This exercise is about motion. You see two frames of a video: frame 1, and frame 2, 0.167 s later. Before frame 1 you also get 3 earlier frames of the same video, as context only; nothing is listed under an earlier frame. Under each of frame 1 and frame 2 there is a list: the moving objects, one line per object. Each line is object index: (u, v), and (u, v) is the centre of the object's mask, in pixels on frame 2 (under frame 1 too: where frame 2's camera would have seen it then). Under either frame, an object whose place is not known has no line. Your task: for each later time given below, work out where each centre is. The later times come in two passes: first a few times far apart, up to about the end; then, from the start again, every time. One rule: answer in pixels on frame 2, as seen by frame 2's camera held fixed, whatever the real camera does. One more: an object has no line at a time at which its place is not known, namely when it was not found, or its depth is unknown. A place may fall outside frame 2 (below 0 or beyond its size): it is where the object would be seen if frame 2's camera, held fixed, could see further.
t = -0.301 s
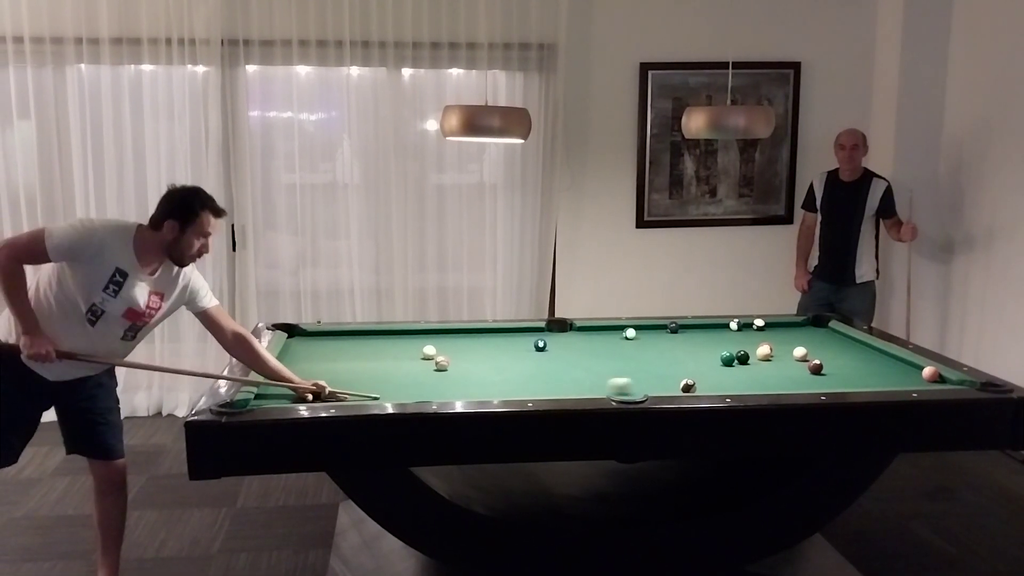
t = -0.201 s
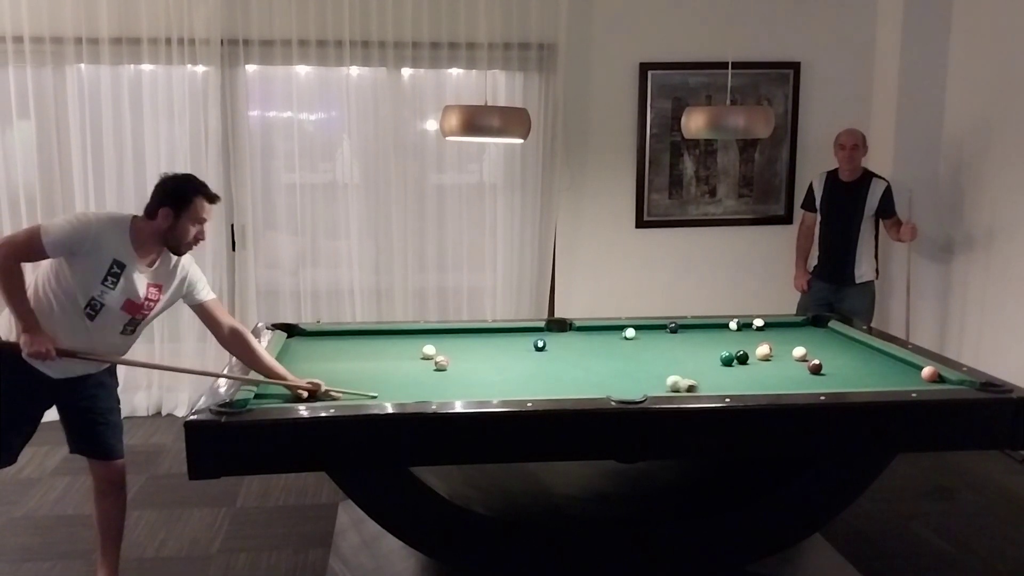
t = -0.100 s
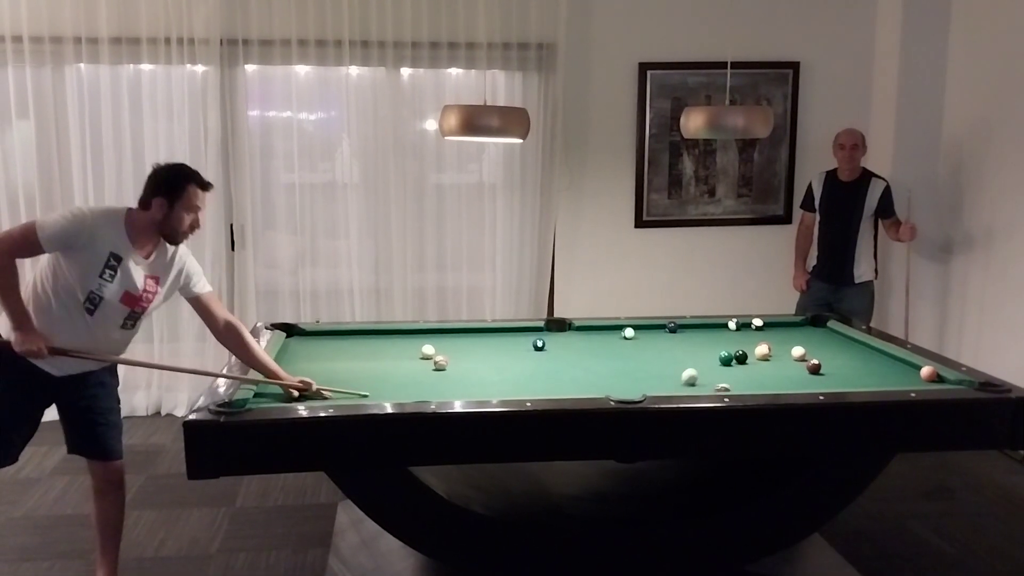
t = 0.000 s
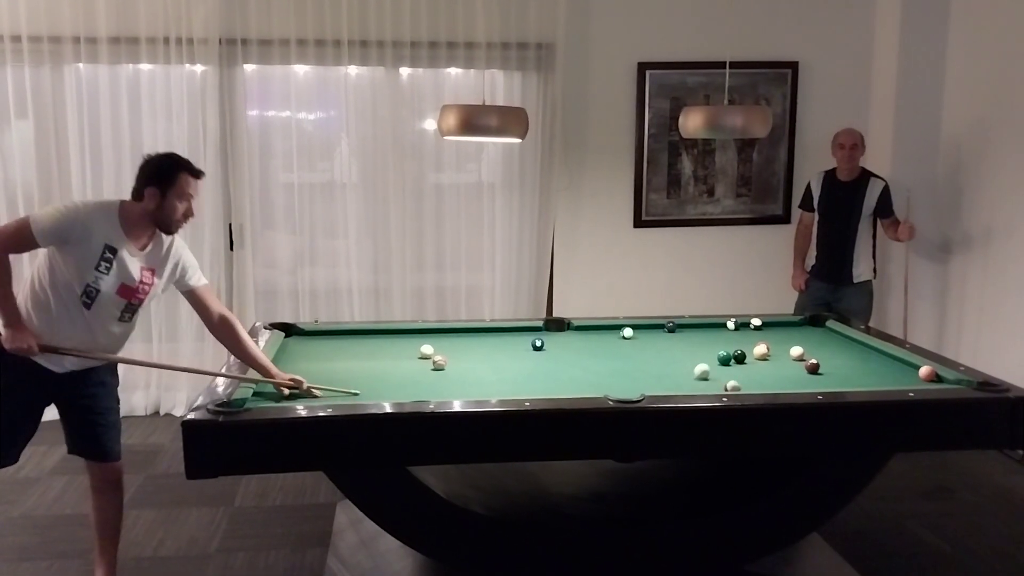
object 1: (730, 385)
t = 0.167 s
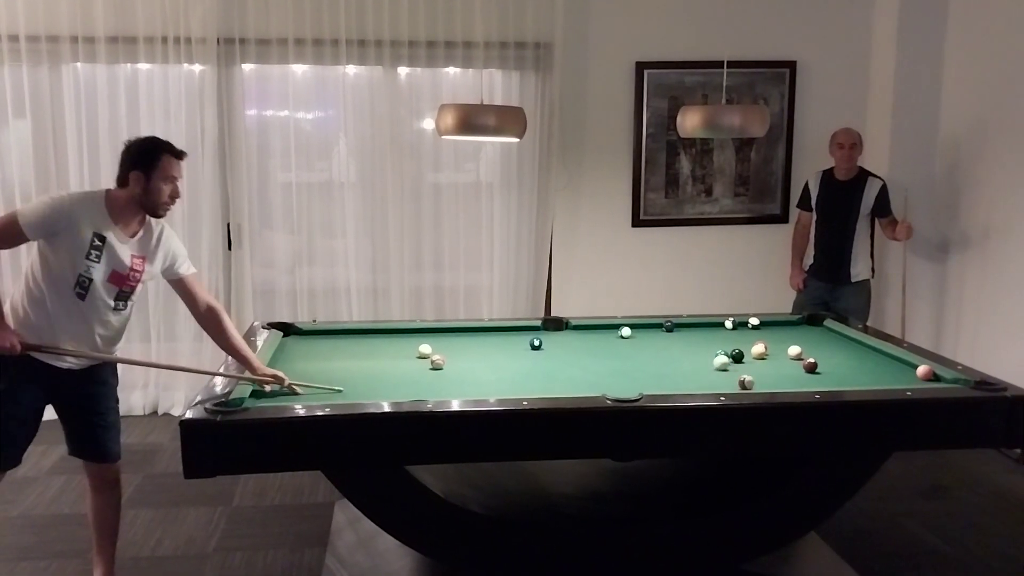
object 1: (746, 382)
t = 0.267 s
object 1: (755, 380)
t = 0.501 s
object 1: (775, 373)
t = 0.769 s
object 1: (794, 367)
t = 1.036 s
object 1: (792, 362)
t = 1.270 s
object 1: (788, 359)
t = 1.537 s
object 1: (786, 354)
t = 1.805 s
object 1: (783, 351)
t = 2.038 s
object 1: (781, 348)
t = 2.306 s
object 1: (780, 346)
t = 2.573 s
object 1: (779, 344)
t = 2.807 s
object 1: (778, 342)
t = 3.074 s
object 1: (778, 341)
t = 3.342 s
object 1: (777, 339)
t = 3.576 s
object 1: (777, 339)
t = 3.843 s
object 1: (777, 338)
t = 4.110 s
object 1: (777, 338)
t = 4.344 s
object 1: (777, 338)
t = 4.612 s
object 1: (777, 338)
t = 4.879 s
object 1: (777, 338)
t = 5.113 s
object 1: (777, 339)
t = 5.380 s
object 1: (777, 339)
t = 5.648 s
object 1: (777, 339)
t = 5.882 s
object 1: (777, 339)
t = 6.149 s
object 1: (777, 339)
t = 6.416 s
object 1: (777, 339)
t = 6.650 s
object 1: (777, 339)
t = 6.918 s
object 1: (777, 339)
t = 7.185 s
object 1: (777, 339)
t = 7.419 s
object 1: (776, 339)
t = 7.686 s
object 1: (776, 339)
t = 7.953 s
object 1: (776, 339)
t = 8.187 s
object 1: (776, 339)
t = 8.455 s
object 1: (776, 339)
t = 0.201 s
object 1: (749, 382)
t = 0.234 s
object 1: (752, 381)
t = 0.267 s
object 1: (755, 380)
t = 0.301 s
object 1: (758, 380)
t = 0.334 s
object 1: (761, 378)
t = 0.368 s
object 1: (763, 377)
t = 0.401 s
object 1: (766, 376)
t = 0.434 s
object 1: (770, 375)
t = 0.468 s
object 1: (771, 374)
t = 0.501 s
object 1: (775, 373)
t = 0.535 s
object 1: (777, 373)
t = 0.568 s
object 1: (779, 372)
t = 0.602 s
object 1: (782, 371)
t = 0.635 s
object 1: (785, 371)
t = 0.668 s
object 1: (787, 369)
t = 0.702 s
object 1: (789, 368)
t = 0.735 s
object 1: (792, 368)
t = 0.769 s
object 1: (794, 367)
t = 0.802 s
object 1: (796, 367)
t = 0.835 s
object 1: (795, 365)
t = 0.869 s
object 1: (794, 365)
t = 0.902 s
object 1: (794, 364)
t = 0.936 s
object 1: (794, 364)
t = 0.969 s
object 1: (793, 363)
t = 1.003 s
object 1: (793, 362)
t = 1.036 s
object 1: (792, 362)
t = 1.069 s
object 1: (792, 361)
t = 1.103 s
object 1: (791, 361)
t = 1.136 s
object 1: (791, 361)
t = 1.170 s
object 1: (790, 360)
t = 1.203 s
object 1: (789, 360)
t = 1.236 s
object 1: (789, 359)
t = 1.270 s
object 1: (788, 359)
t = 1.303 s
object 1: (788, 358)
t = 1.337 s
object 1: (788, 357)
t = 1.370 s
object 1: (788, 357)
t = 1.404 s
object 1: (787, 356)
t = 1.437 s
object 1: (787, 356)
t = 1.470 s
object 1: (787, 355)
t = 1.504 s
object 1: (787, 355)
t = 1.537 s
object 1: (786, 354)
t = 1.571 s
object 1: (786, 354)
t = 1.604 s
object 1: (786, 353)
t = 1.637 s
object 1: (785, 353)
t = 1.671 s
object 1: (785, 353)
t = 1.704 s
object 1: (784, 352)
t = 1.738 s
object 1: (784, 352)
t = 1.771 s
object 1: (784, 352)
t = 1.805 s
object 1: (783, 351)
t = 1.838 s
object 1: (783, 350)
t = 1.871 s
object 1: (783, 350)
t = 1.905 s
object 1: (782, 350)
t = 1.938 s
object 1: (782, 349)
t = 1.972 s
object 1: (782, 349)
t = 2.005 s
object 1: (782, 349)
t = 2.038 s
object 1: (781, 348)
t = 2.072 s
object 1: (782, 348)
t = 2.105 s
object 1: (781, 347)
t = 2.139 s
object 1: (781, 347)
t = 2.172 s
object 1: (781, 347)
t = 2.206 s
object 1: (780, 347)
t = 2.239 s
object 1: (780, 346)
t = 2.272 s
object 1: (780, 346)
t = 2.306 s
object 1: (780, 346)
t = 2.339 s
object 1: (780, 346)
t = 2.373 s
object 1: (780, 345)
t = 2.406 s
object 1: (780, 345)
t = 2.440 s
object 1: (780, 345)
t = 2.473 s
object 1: (779, 345)
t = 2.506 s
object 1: (779, 344)
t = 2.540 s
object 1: (779, 344)
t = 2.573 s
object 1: (779, 344)
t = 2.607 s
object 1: (779, 344)
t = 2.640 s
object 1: (779, 344)
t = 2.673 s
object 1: (779, 343)
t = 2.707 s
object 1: (778, 343)
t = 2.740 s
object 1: (778, 343)
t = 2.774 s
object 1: (778, 342)
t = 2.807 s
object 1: (778, 342)
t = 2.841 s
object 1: (778, 342)
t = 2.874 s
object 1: (778, 342)
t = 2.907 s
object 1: (778, 342)
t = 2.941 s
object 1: (778, 342)
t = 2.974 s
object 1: (778, 341)
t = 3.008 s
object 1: (778, 341)
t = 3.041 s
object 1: (778, 341)
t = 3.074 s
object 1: (778, 341)
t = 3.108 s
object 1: (778, 341)
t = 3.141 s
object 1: (778, 340)
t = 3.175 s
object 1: (777, 340)
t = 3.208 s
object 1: (777, 340)
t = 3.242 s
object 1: (777, 340)
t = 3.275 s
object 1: (777, 340)
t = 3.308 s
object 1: (777, 340)
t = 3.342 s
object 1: (777, 339)
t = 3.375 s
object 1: (777, 339)
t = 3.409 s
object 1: (777, 339)
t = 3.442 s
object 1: (777, 339)
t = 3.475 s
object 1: (777, 339)
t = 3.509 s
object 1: (777, 339)
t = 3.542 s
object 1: (777, 339)
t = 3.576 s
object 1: (777, 339)
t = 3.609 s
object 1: (777, 339)
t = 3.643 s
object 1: (777, 339)
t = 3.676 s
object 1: (777, 339)
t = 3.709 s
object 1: (777, 339)
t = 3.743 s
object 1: (777, 338)
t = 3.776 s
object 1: (777, 339)
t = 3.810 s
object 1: (777, 338)
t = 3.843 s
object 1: (777, 338)
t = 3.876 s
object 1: (777, 338)
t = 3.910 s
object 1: (777, 338)
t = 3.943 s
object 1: (777, 338)
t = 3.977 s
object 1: (777, 338)
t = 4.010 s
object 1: (777, 338)
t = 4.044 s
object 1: (777, 338)
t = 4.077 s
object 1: (777, 338)
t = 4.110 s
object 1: (777, 338)
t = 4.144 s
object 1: (777, 338)
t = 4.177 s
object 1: (777, 338)
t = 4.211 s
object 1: (777, 338)
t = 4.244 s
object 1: (777, 338)
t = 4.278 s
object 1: (777, 338)
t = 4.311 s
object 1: (777, 339)
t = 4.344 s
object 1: (777, 338)
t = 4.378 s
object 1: (777, 338)
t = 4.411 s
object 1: (777, 338)
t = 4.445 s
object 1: (777, 338)
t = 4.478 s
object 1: (777, 338)
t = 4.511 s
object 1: (777, 338)
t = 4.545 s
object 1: (777, 338)
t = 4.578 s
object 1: (777, 338)
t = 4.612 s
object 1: (777, 338)
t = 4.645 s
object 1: (777, 338)
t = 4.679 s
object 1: (777, 338)
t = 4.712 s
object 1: (777, 338)
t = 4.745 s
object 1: (777, 338)
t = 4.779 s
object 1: (777, 338)
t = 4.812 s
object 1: (777, 338)
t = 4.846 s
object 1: (777, 338)
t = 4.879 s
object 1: (777, 338)
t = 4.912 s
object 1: (777, 338)
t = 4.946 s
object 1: (777, 338)
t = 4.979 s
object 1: (777, 338)
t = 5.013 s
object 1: (777, 338)
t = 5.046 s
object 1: (777, 339)
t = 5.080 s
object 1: (777, 339)
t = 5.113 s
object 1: (777, 339)
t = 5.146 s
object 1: (777, 339)
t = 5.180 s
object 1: (776, 339)
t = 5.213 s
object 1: (777, 339)
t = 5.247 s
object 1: (777, 339)
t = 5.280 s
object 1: (776, 339)
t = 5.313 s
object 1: (776, 339)
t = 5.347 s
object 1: (776, 339)
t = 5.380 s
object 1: (777, 339)
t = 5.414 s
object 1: (777, 339)
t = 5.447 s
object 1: (777, 339)
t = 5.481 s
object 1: (777, 339)
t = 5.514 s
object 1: (777, 339)
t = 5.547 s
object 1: (777, 339)
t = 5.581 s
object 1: (777, 339)
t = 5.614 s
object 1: (777, 339)
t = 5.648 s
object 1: (777, 339)
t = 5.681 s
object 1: (777, 339)
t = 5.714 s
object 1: (777, 339)
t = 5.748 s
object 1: (777, 339)
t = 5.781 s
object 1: (777, 339)
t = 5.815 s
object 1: (776, 339)
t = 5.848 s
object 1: (777, 339)
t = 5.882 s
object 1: (777, 339)
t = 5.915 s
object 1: (777, 339)
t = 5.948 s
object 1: (777, 339)
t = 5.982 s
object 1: (777, 339)
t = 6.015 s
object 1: (777, 339)
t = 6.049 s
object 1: (777, 339)
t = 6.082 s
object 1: (777, 339)
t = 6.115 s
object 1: (777, 339)
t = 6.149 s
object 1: (777, 339)
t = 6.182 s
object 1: (777, 339)
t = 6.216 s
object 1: (777, 339)
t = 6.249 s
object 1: (777, 339)
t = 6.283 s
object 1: (777, 339)
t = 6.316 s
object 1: (777, 339)
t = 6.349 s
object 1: (777, 339)
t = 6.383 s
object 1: (777, 339)
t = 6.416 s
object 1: (777, 339)
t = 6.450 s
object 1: (777, 339)
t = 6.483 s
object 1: (777, 339)
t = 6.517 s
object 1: (777, 339)
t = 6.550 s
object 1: (777, 339)
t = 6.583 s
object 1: (777, 339)
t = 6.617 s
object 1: (777, 339)
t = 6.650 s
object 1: (777, 339)
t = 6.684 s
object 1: (776, 339)
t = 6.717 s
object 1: (777, 339)
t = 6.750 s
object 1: (776, 339)
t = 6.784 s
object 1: (777, 339)
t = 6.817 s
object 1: (776, 339)
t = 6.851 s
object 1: (776, 339)
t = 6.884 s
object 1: (777, 339)
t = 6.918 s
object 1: (777, 339)
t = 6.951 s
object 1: (777, 339)
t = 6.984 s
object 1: (777, 339)
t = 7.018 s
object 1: (776, 339)
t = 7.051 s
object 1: (777, 339)
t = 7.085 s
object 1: (777, 339)
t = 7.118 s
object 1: (777, 339)
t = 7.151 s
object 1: (777, 339)
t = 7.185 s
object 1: (777, 339)
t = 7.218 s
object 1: (777, 339)
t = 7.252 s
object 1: (777, 339)
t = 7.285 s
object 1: (777, 339)
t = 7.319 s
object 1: (777, 339)
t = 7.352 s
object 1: (777, 339)
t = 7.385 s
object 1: (777, 339)
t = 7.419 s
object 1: (776, 339)
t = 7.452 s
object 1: (776, 339)
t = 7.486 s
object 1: (776, 339)
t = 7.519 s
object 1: (776, 339)
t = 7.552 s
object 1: (776, 339)
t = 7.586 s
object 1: (776, 339)
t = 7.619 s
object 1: (776, 339)
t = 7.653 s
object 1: (776, 339)
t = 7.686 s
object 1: (776, 339)
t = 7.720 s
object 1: (776, 339)
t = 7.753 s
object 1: (776, 339)
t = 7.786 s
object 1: (776, 339)
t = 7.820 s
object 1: (776, 339)
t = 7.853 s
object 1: (776, 339)
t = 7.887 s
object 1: (776, 339)
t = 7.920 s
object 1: (776, 339)
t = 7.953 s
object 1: (776, 339)
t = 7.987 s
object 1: (776, 339)
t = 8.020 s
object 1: (776, 339)
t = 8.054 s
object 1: (776, 339)
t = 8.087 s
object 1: (776, 339)
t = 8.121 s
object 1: (776, 339)
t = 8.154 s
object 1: (776, 339)
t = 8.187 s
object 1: (776, 339)
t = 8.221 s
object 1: (776, 339)
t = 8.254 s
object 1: (776, 339)
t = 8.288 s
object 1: (776, 339)
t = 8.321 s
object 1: (776, 339)
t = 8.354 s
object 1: (776, 339)
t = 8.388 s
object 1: (776, 339)
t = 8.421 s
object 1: (776, 339)
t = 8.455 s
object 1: (776, 339)
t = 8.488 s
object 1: (776, 339)
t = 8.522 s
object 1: (776, 339)
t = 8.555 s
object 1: (776, 339)
